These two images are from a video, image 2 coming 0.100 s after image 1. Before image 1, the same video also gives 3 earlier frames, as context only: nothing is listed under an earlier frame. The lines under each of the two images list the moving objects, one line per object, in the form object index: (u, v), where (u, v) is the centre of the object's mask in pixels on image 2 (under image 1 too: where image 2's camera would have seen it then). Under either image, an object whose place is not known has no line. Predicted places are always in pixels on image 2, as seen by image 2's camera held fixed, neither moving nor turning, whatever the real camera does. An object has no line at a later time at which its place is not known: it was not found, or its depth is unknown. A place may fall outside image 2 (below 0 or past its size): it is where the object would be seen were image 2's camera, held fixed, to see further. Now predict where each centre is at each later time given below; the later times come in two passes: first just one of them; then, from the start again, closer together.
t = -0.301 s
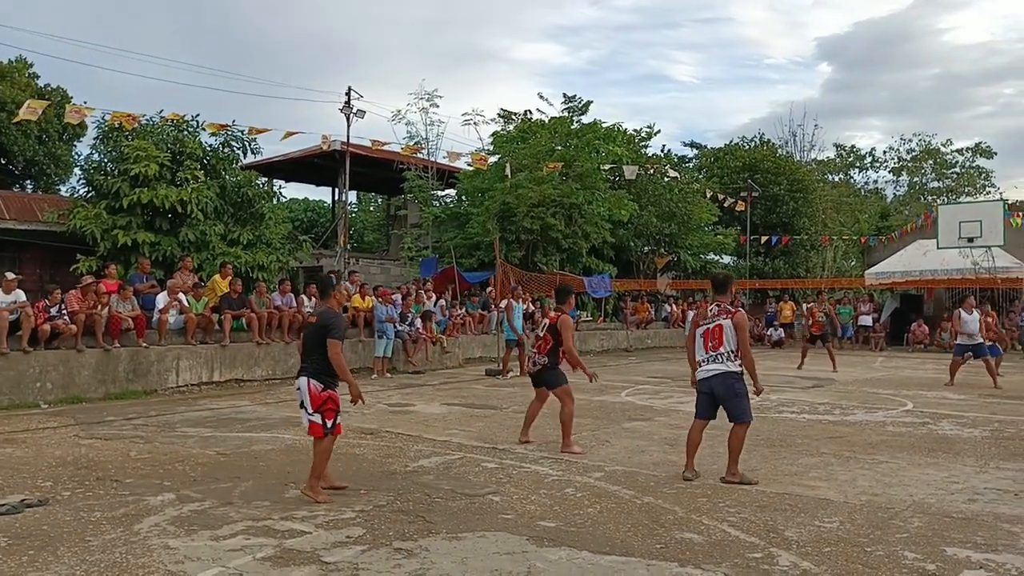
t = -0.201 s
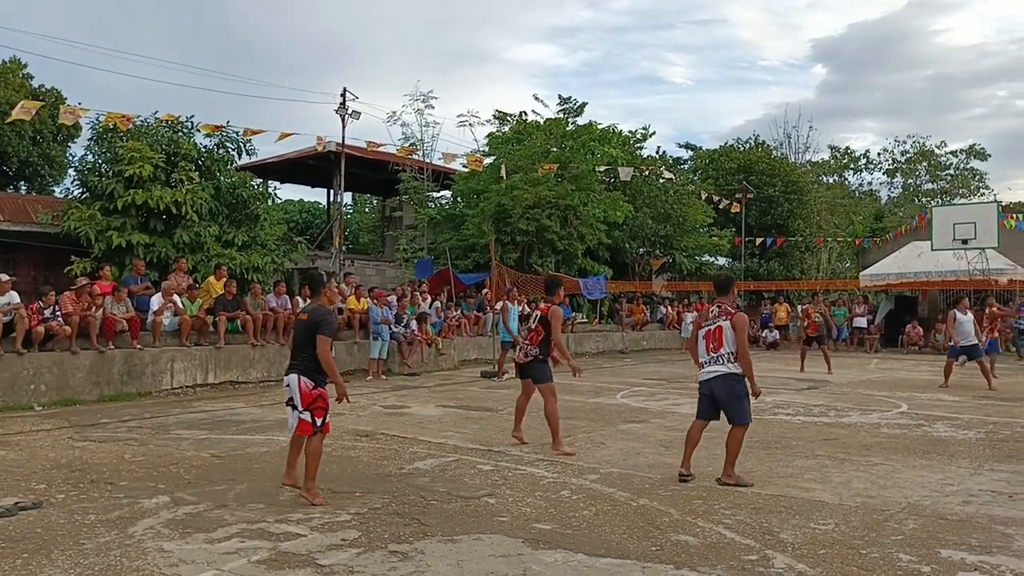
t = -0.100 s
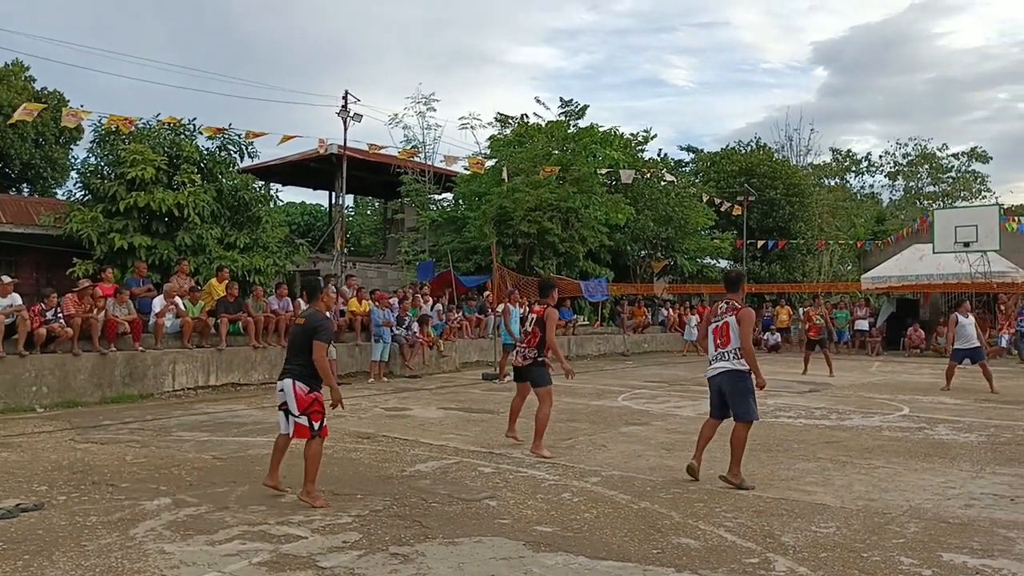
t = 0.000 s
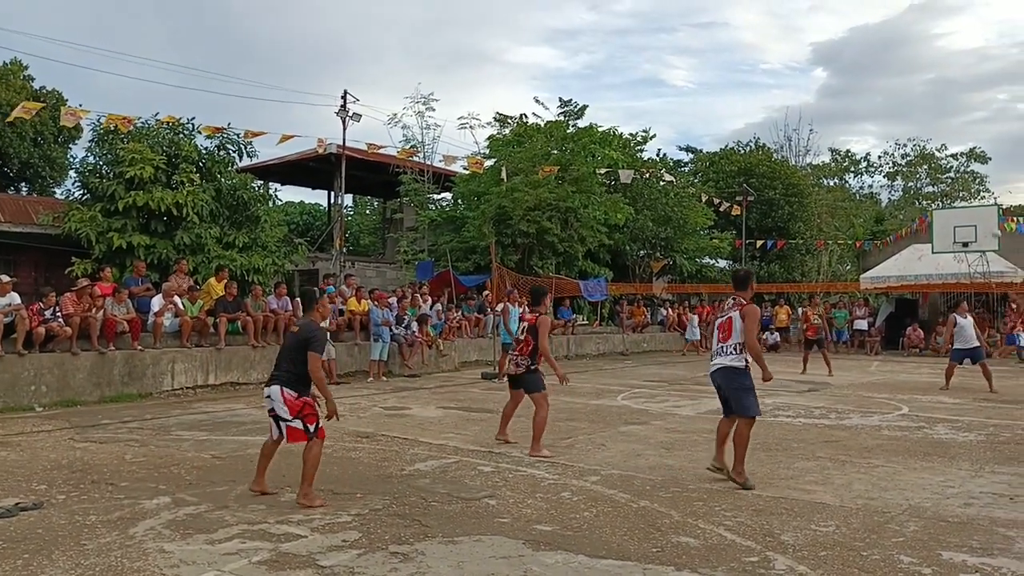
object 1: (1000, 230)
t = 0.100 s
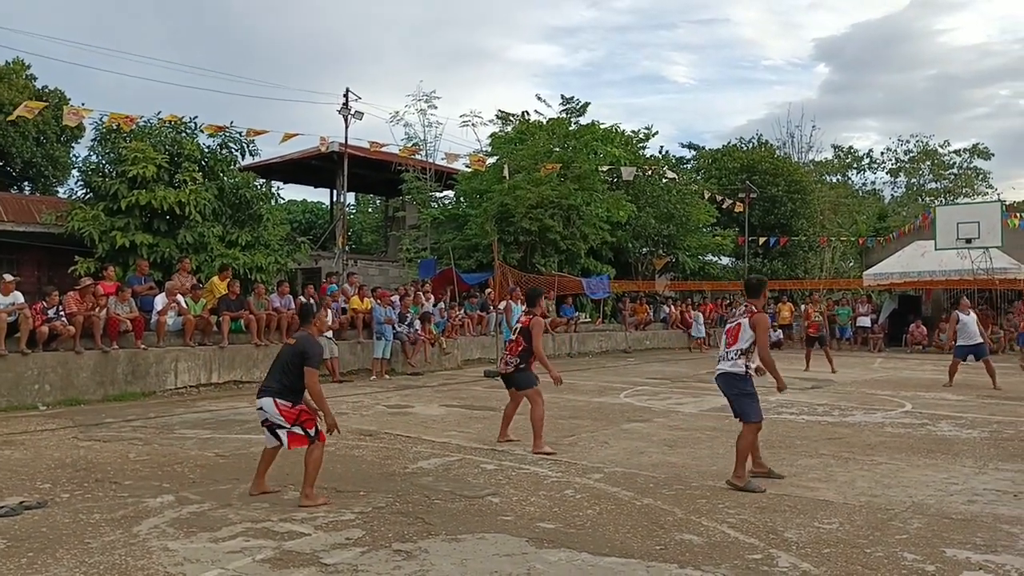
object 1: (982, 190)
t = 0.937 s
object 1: (780, 61)
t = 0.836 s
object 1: (809, 54)
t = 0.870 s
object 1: (799, 55)
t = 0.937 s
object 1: (780, 61)
